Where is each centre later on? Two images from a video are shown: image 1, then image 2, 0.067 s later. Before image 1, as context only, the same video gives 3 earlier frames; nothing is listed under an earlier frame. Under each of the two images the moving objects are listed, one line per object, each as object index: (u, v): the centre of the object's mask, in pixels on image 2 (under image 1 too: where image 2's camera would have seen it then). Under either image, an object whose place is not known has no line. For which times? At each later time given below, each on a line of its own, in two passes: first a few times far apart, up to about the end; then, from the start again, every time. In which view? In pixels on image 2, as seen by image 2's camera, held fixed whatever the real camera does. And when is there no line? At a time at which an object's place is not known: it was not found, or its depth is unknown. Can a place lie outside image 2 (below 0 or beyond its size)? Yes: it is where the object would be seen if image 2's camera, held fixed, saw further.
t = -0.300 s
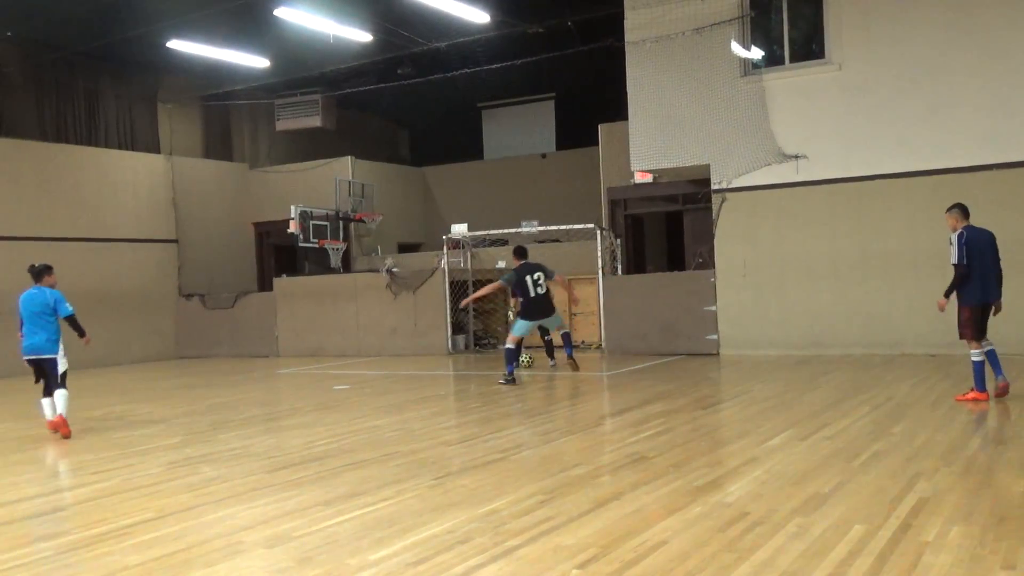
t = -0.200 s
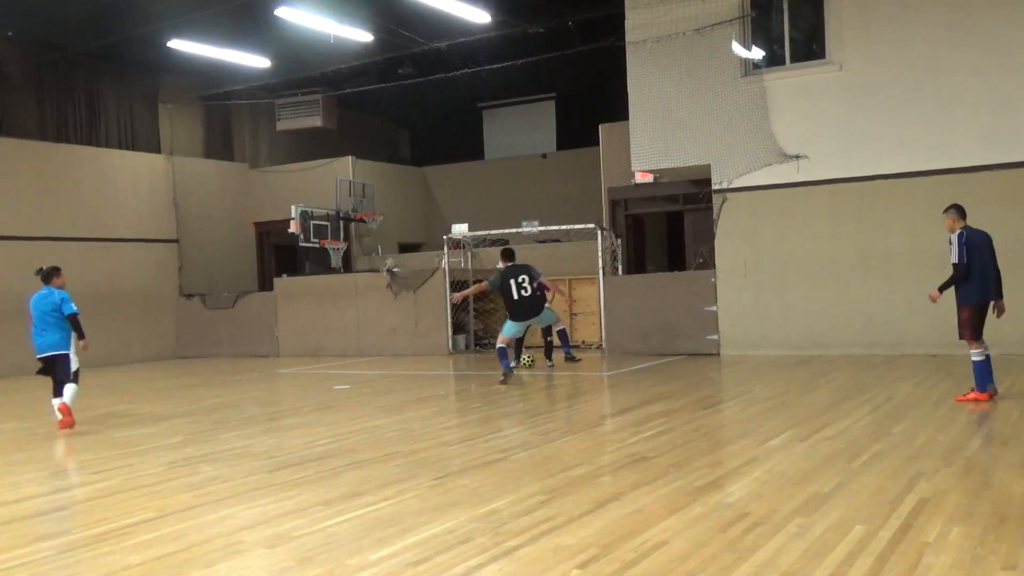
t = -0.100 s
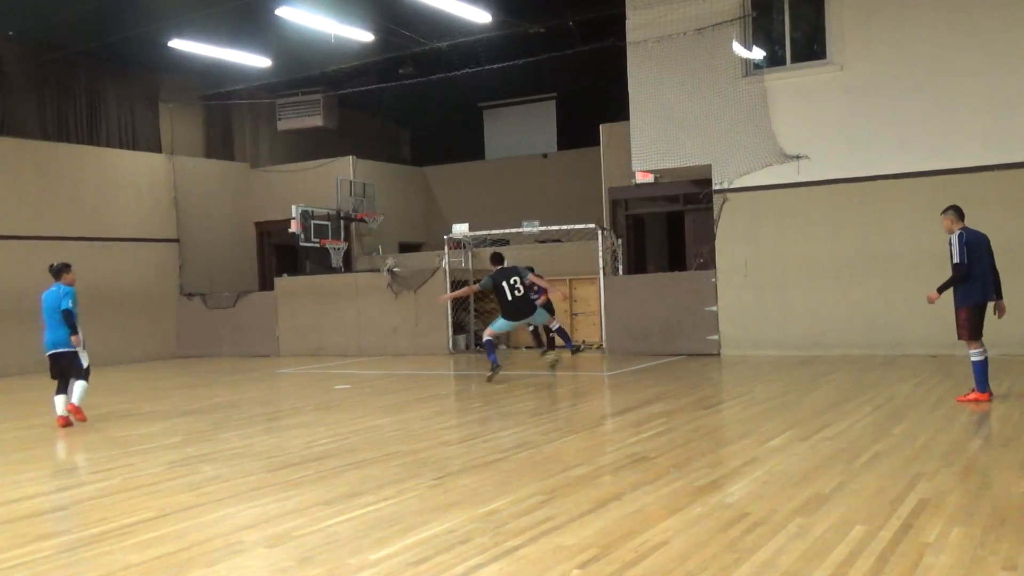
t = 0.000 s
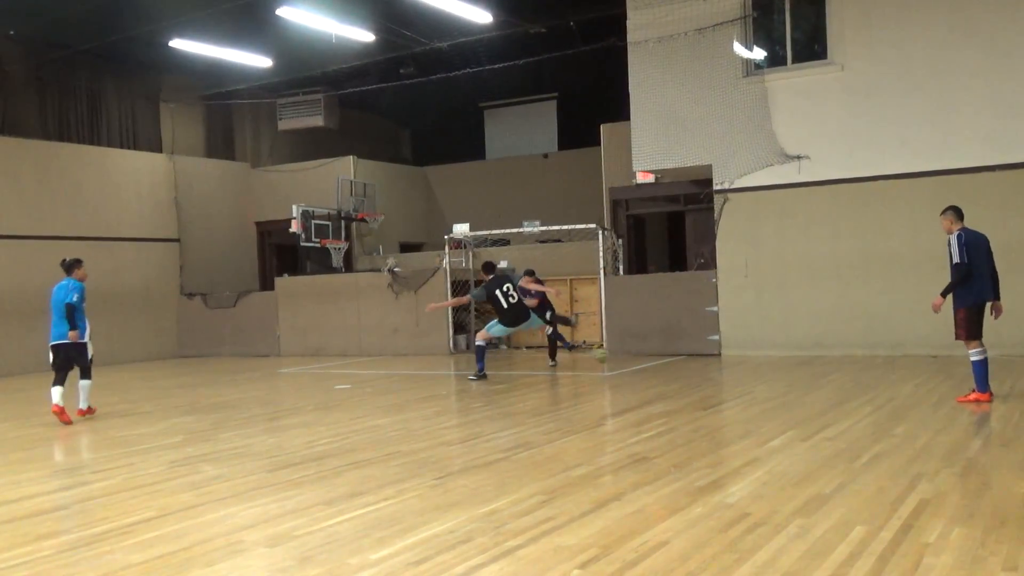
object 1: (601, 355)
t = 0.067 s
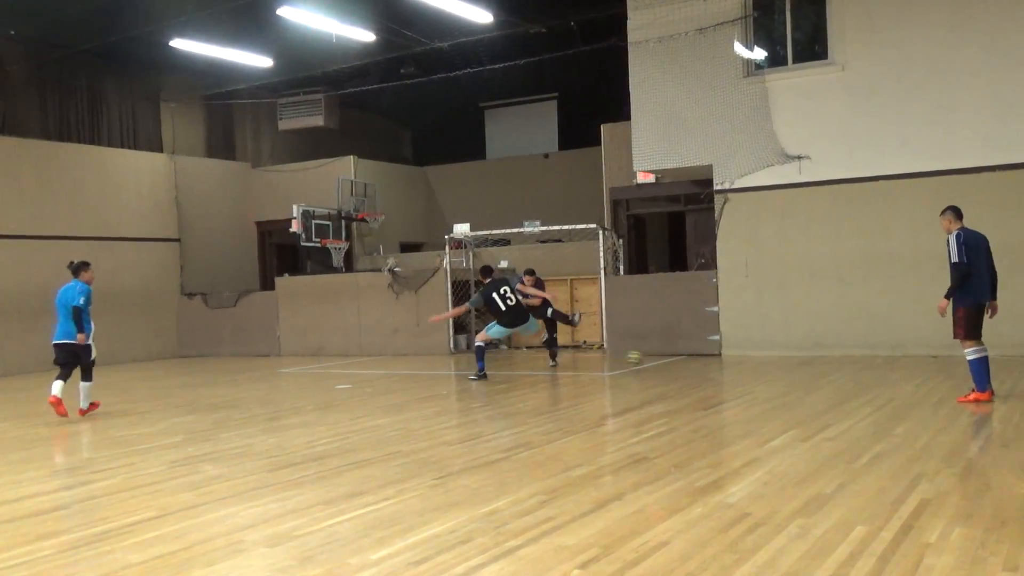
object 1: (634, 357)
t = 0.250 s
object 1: (724, 362)
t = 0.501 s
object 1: (843, 364)
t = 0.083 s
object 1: (643, 359)
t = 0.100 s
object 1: (651, 360)
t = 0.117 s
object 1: (661, 362)
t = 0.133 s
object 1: (668, 363)
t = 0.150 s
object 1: (676, 361)
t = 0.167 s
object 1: (685, 361)
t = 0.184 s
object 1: (692, 360)
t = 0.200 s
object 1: (700, 360)
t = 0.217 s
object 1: (708, 360)
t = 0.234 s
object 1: (716, 360)
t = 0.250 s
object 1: (724, 362)
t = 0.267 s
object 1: (734, 362)
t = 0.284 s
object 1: (742, 364)
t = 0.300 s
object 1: (750, 364)
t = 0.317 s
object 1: (758, 364)
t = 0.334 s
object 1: (766, 364)
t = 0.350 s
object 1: (773, 363)
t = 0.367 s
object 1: (781, 363)
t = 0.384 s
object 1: (789, 364)
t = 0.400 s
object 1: (798, 365)
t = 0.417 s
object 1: (805, 364)
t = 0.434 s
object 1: (813, 364)
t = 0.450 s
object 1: (821, 364)
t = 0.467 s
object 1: (827, 365)
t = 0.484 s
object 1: (836, 365)
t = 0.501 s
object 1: (843, 364)
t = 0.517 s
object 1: (851, 364)
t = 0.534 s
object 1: (859, 365)
